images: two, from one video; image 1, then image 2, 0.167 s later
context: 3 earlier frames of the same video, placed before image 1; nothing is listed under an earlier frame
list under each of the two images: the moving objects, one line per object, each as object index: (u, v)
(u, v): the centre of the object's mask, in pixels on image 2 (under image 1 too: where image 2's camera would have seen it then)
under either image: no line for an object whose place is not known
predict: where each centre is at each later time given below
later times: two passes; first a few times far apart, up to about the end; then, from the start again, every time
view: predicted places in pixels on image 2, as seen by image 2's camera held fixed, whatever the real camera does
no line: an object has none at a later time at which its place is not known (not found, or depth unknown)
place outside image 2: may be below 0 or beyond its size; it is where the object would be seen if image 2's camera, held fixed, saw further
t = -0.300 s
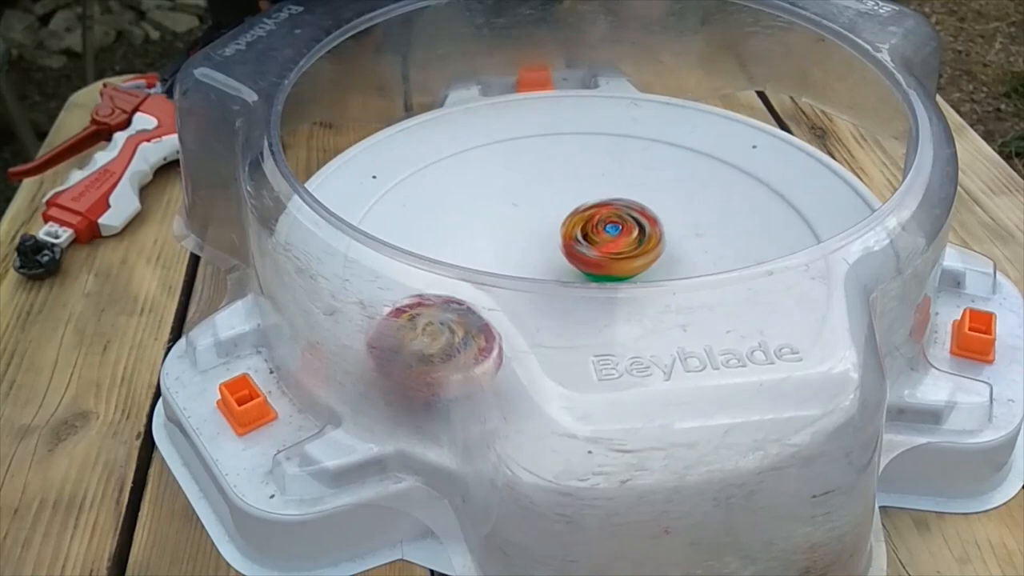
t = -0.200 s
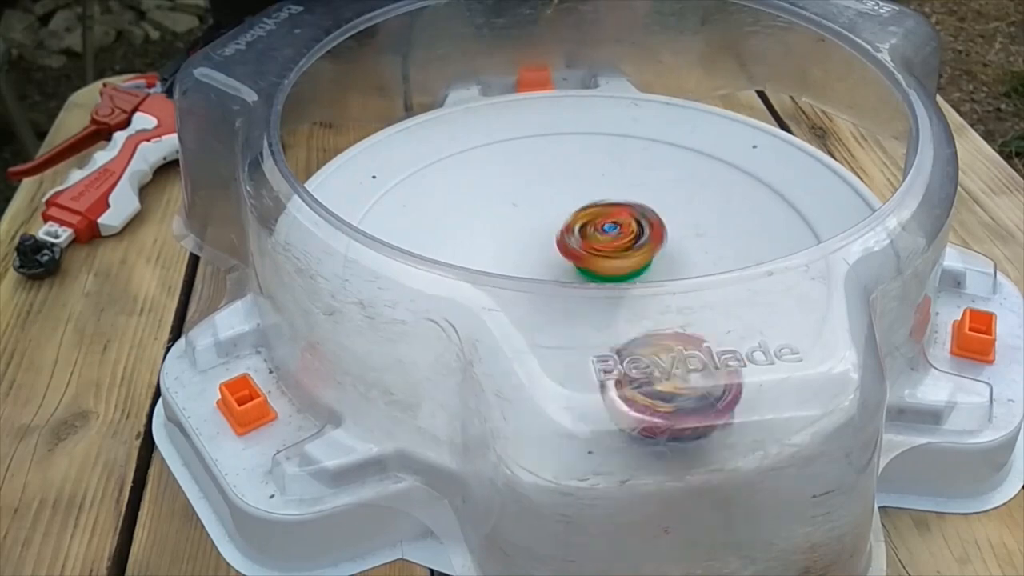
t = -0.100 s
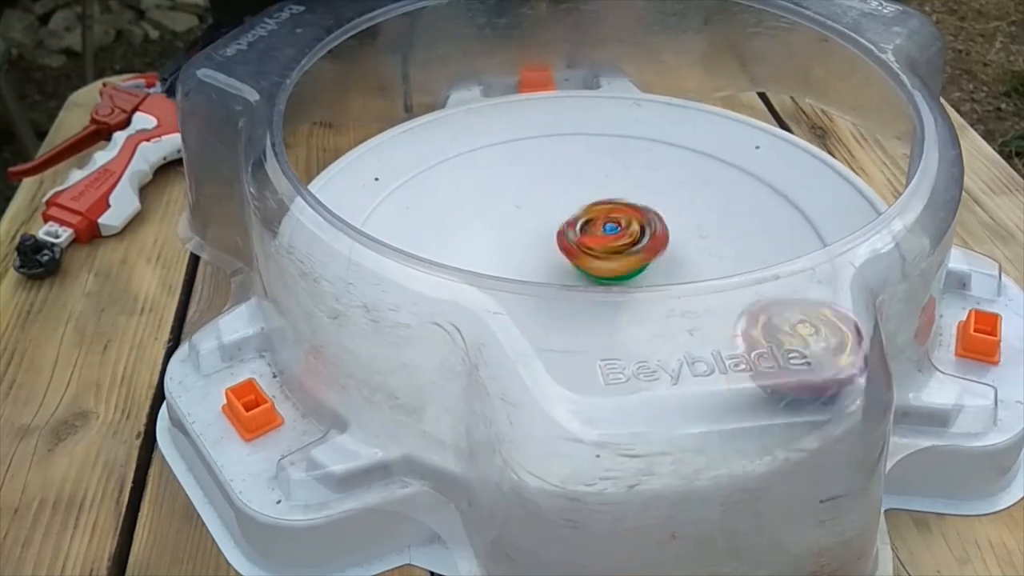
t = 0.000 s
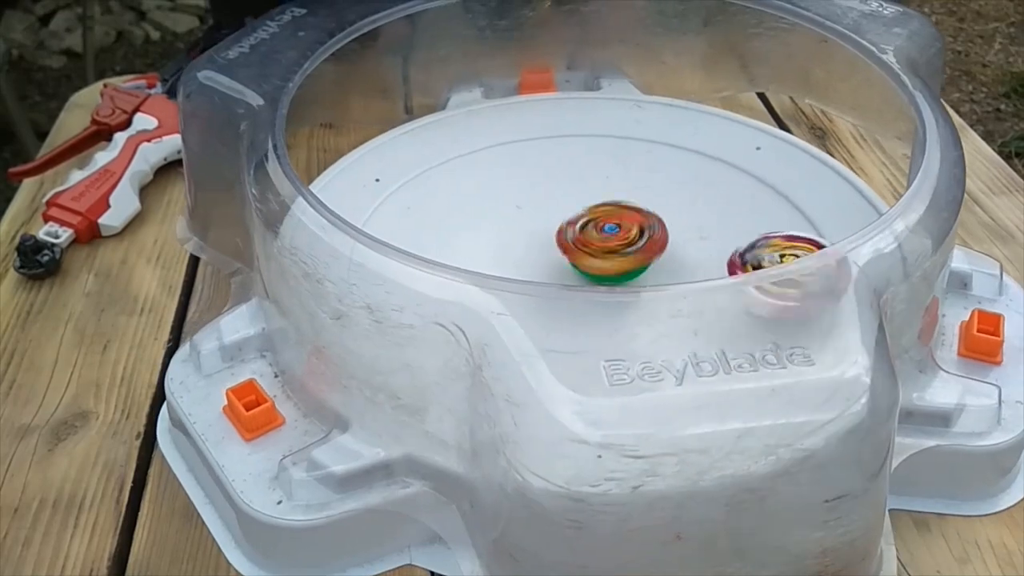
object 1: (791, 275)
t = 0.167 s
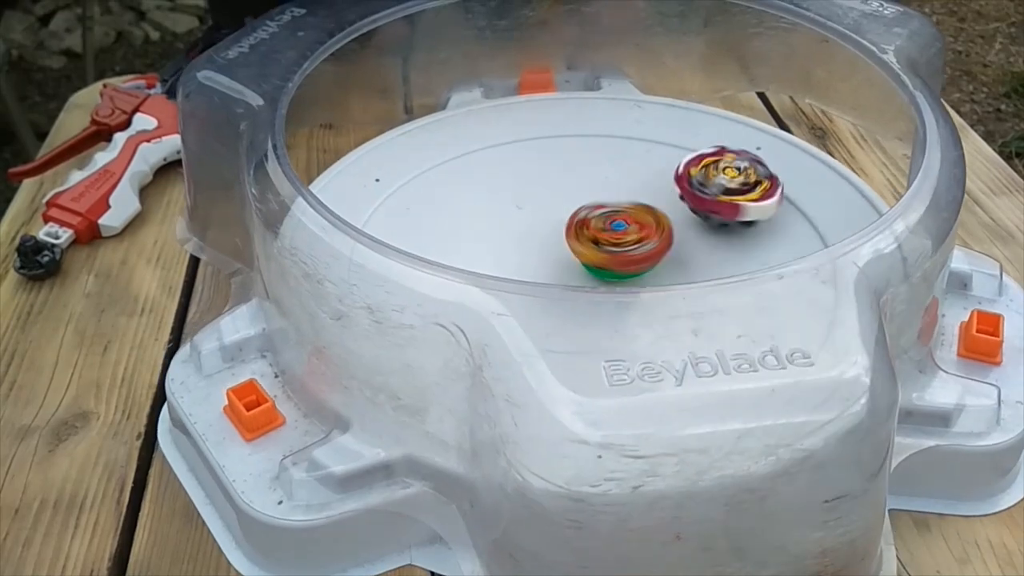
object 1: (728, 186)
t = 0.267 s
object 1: (681, 159)
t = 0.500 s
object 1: (573, 140)
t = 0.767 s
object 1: (514, 236)
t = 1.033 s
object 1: (372, 205)
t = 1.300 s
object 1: (436, 217)
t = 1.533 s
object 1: (547, 210)
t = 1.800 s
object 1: (540, 175)
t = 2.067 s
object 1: (603, 165)
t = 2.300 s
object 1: (579, 161)
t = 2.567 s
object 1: (640, 167)
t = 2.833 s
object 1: (667, 194)
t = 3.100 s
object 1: (696, 215)
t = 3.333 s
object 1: (711, 243)
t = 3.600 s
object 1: (735, 269)
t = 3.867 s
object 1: (610, 270)
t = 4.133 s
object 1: (551, 219)
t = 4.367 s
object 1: (577, 209)
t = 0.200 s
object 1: (713, 175)
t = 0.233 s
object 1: (696, 166)
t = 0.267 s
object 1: (681, 159)
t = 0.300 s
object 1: (666, 154)
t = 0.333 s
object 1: (652, 149)
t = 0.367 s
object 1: (637, 146)
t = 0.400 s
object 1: (622, 142)
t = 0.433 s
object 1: (607, 140)
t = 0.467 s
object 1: (591, 139)
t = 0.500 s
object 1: (573, 140)
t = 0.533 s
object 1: (556, 144)
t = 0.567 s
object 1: (539, 149)
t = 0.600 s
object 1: (522, 159)
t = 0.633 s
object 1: (511, 171)
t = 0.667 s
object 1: (504, 185)
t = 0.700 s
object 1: (504, 201)
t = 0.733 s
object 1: (507, 219)
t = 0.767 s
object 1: (514, 236)
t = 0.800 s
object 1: (490, 233)
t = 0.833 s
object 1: (459, 228)
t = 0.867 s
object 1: (434, 214)
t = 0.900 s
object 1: (415, 216)
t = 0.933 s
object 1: (398, 212)
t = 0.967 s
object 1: (383, 207)
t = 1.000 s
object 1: (377, 205)
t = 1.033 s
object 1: (372, 205)
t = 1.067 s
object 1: (377, 207)
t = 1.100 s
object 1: (381, 209)
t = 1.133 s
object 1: (385, 210)
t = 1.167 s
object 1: (392, 212)
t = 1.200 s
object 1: (398, 212)
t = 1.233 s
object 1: (407, 214)
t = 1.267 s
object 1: (421, 215)
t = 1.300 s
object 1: (436, 217)
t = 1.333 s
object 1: (453, 220)
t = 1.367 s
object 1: (477, 222)
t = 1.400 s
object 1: (500, 224)
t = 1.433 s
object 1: (523, 227)
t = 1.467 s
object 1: (547, 227)
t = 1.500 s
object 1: (569, 228)
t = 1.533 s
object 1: (547, 210)
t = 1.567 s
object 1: (530, 191)
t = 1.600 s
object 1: (519, 177)
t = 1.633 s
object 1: (513, 167)
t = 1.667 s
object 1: (510, 162)
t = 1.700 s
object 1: (514, 162)
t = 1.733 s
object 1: (522, 165)
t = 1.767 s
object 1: (529, 169)
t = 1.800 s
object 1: (540, 175)
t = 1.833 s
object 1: (549, 180)
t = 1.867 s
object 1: (564, 186)
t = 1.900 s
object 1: (579, 192)
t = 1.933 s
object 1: (593, 198)
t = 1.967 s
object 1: (607, 204)
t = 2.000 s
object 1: (608, 189)
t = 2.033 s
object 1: (605, 174)
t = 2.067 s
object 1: (603, 165)
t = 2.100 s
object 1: (599, 157)
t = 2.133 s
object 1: (595, 151)
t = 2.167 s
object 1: (593, 147)
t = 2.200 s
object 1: (590, 146)
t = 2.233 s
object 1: (586, 148)
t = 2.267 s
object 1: (583, 154)
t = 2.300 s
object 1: (579, 161)
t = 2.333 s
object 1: (580, 168)
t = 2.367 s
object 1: (584, 179)
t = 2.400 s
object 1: (589, 190)
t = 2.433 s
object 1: (595, 199)
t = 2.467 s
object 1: (613, 185)
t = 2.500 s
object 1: (623, 174)
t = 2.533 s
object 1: (634, 168)
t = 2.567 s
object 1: (640, 167)
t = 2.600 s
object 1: (644, 166)
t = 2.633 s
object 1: (649, 165)
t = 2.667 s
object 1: (653, 166)
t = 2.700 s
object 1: (654, 169)
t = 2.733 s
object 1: (659, 174)
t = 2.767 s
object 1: (664, 180)
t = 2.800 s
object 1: (665, 186)
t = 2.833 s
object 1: (667, 194)
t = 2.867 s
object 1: (662, 204)
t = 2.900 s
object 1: (660, 212)
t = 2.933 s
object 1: (656, 220)
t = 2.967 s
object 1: (652, 226)
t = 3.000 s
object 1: (666, 219)
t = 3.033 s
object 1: (679, 221)
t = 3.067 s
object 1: (692, 216)
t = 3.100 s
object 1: (696, 215)
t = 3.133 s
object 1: (696, 217)
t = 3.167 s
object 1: (694, 219)
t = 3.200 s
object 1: (692, 221)
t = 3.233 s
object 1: (685, 226)
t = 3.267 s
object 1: (679, 231)
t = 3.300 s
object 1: (695, 236)
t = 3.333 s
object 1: (711, 243)
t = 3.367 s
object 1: (726, 245)
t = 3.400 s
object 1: (734, 248)
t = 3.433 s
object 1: (742, 251)
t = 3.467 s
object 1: (746, 253)
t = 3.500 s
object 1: (749, 256)
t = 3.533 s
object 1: (750, 261)
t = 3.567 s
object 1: (742, 266)
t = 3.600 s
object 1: (735, 269)
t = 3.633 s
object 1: (696, 275)
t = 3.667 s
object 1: (687, 275)
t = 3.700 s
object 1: (673, 275)
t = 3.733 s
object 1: (657, 274)
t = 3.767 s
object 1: (647, 273)
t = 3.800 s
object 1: (631, 273)
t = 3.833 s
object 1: (622, 274)
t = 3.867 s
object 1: (610, 270)
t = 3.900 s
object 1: (600, 265)
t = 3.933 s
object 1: (590, 259)
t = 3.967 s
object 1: (578, 253)
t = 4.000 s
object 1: (569, 247)
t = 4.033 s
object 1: (560, 238)
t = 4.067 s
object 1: (556, 230)
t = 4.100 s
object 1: (553, 225)
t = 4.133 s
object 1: (551, 219)
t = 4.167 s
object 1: (548, 213)
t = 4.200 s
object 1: (552, 211)
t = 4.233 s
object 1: (555, 210)
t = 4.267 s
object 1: (559, 209)
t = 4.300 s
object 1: (565, 208)
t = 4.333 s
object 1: (570, 208)
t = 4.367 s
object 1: (577, 209)
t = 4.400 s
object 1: (584, 210)
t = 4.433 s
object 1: (590, 210)
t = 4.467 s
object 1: (595, 211)
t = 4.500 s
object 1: (598, 210)
